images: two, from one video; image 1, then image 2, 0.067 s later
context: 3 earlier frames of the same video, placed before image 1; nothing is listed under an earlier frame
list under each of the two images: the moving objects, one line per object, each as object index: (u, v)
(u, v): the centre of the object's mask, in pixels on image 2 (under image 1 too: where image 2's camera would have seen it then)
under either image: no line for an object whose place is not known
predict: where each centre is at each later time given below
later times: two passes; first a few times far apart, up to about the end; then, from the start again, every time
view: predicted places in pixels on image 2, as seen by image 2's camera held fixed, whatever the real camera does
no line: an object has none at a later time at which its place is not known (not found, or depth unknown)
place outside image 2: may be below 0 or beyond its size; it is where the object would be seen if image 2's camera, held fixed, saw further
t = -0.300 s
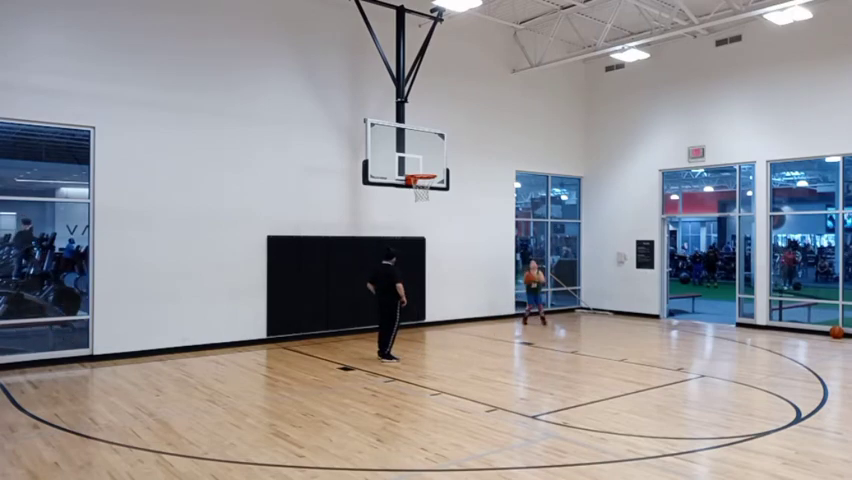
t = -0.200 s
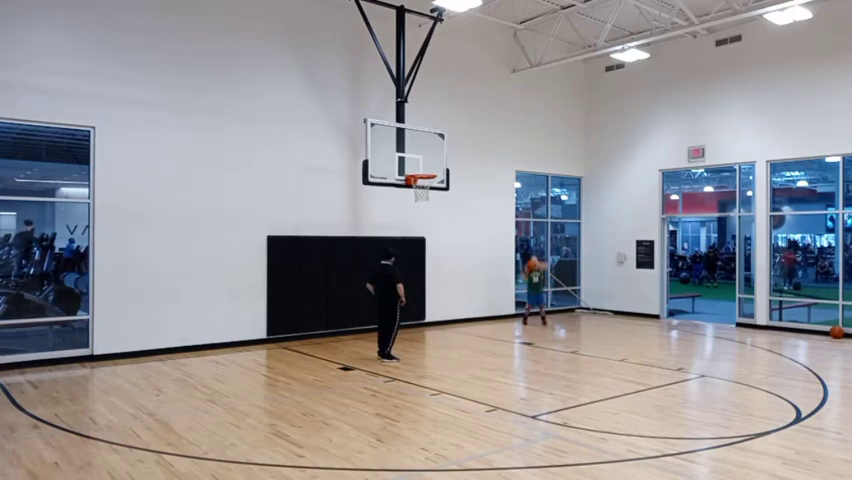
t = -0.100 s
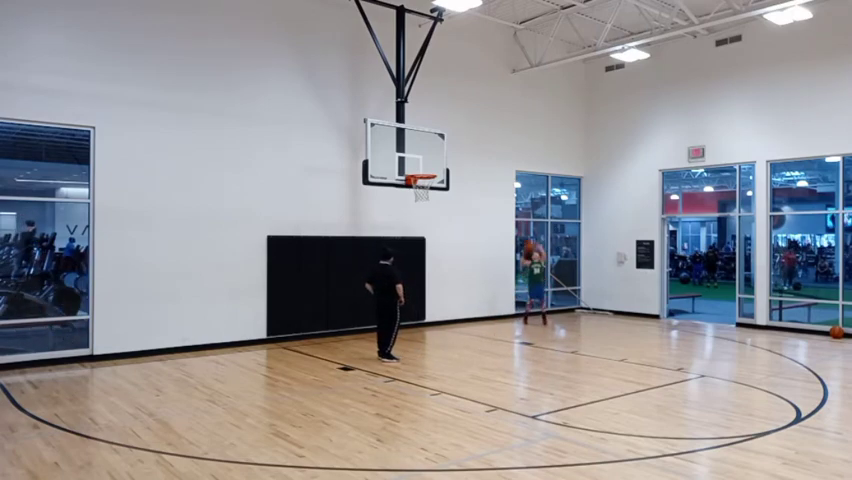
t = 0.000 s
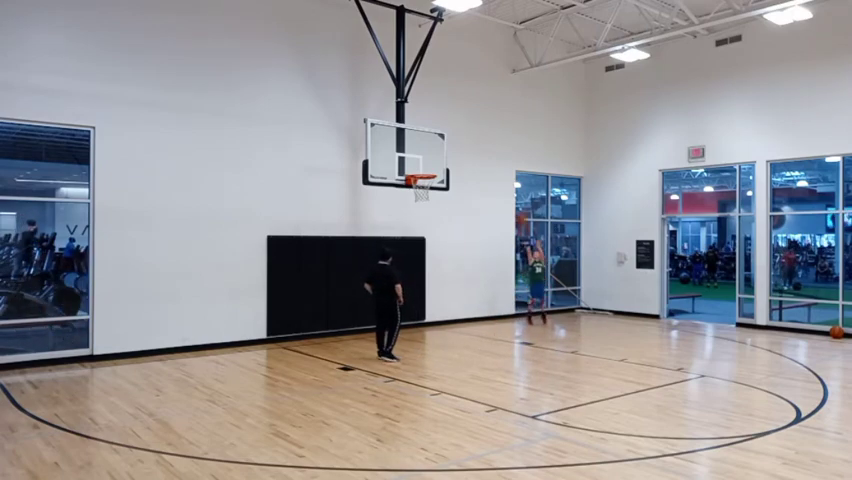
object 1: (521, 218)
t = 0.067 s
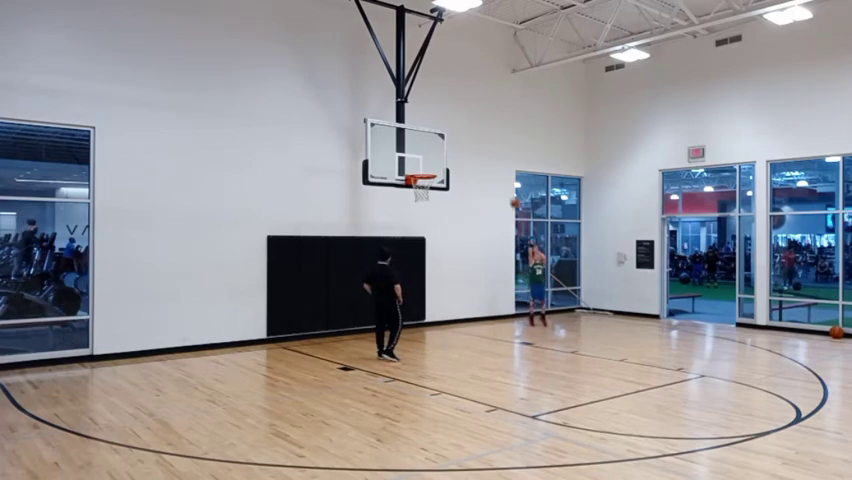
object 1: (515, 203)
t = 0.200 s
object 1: (503, 176)
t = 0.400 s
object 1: (486, 148)
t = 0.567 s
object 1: (469, 139)
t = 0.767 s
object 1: (448, 146)
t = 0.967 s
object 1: (426, 172)
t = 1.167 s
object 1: (410, 189)
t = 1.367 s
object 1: (411, 204)
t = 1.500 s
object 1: (411, 225)
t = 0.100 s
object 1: (512, 196)
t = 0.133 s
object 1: (509, 188)
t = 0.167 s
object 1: (506, 182)
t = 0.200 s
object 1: (503, 176)
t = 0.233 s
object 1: (501, 170)
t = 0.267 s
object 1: (498, 165)
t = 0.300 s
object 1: (495, 160)
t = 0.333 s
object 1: (492, 155)
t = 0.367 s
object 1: (489, 152)
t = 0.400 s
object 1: (486, 148)
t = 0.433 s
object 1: (482, 145)
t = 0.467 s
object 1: (479, 143)
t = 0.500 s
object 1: (476, 141)
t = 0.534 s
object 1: (473, 139)
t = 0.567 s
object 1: (469, 139)
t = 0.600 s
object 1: (466, 139)
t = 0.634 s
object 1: (463, 139)
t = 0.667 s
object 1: (459, 140)
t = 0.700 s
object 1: (455, 142)
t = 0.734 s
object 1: (452, 144)
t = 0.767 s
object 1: (448, 146)
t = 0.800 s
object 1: (445, 150)
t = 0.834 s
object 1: (441, 154)
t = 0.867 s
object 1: (437, 159)
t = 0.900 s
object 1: (433, 164)
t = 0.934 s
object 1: (429, 169)
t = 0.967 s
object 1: (426, 172)
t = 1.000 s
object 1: (420, 182)
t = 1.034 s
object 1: (415, 185)
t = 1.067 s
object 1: (412, 188)
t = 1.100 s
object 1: (411, 188)
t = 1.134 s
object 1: (410, 189)
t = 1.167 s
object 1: (410, 189)
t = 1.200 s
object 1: (410, 190)
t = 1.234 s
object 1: (410, 192)
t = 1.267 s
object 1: (410, 194)
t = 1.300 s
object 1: (410, 197)
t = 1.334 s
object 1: (410, 200)
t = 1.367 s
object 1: (411, 204)
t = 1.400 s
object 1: (411, 208)
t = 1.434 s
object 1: (411, 213)
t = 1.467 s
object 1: (411, 219)
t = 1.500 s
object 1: (411, 225)
